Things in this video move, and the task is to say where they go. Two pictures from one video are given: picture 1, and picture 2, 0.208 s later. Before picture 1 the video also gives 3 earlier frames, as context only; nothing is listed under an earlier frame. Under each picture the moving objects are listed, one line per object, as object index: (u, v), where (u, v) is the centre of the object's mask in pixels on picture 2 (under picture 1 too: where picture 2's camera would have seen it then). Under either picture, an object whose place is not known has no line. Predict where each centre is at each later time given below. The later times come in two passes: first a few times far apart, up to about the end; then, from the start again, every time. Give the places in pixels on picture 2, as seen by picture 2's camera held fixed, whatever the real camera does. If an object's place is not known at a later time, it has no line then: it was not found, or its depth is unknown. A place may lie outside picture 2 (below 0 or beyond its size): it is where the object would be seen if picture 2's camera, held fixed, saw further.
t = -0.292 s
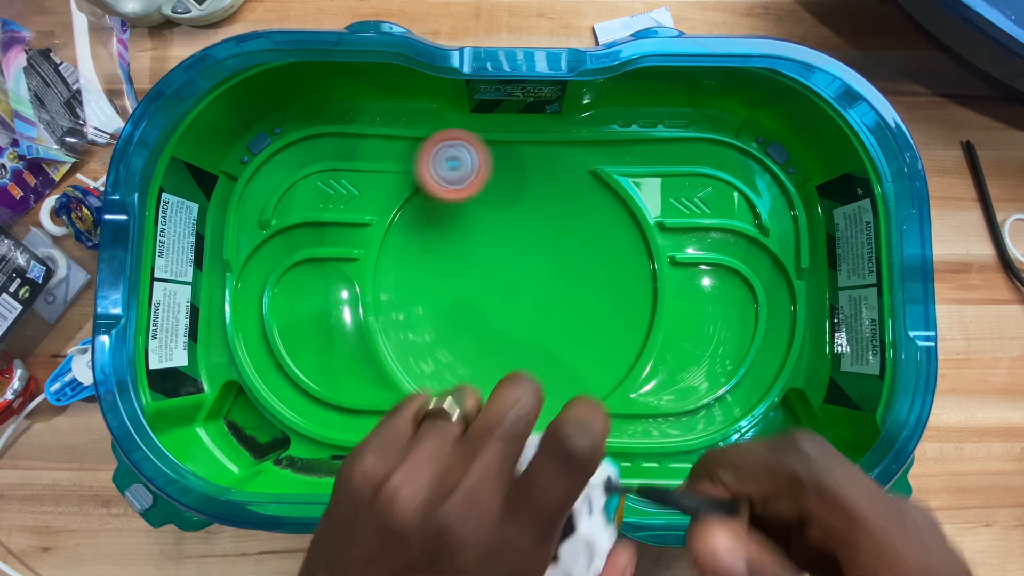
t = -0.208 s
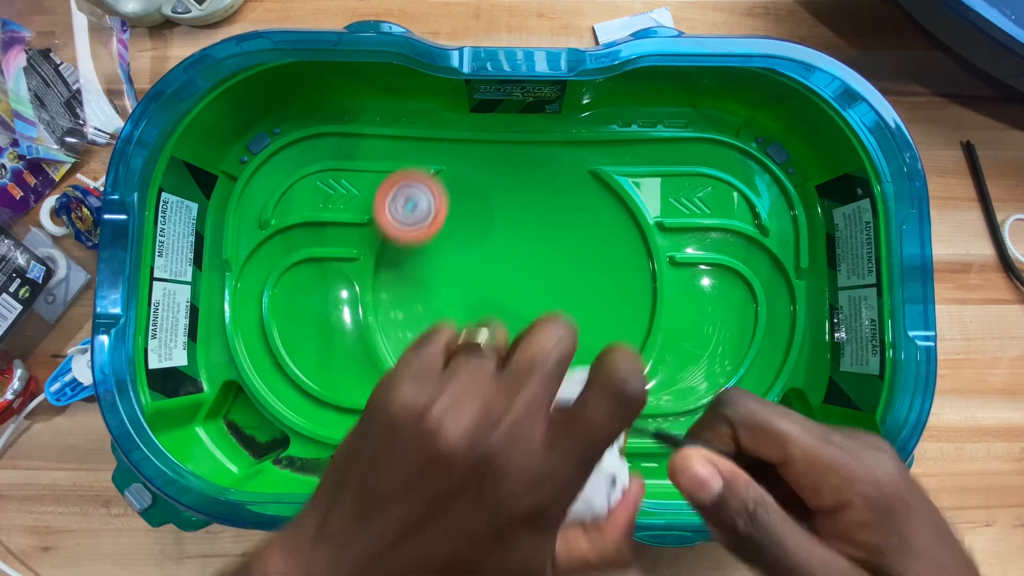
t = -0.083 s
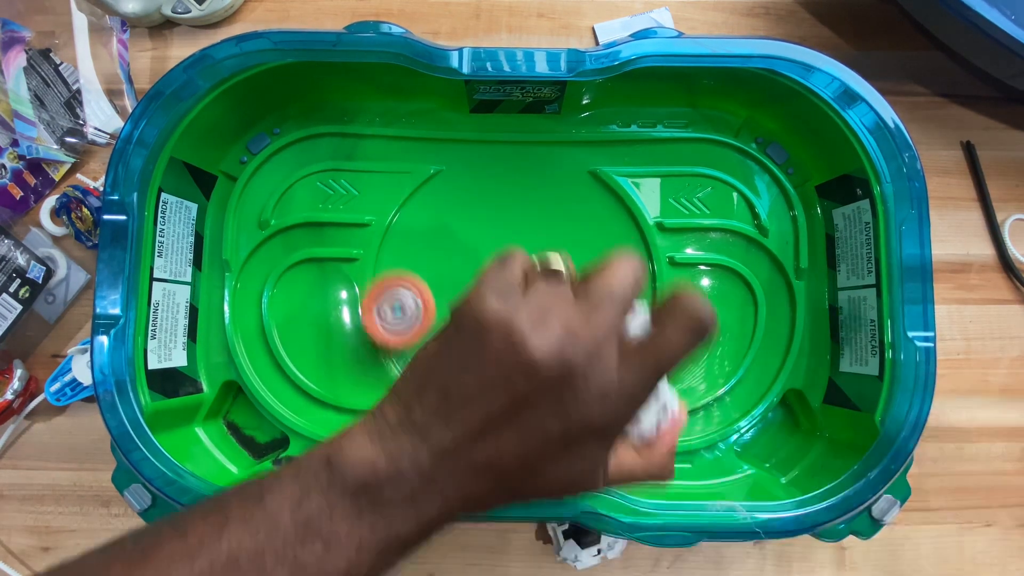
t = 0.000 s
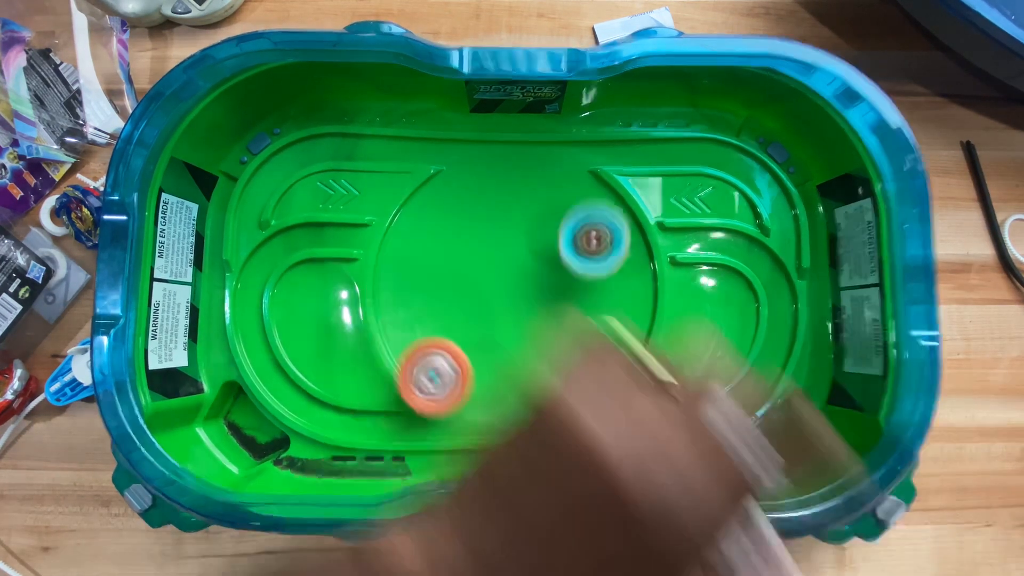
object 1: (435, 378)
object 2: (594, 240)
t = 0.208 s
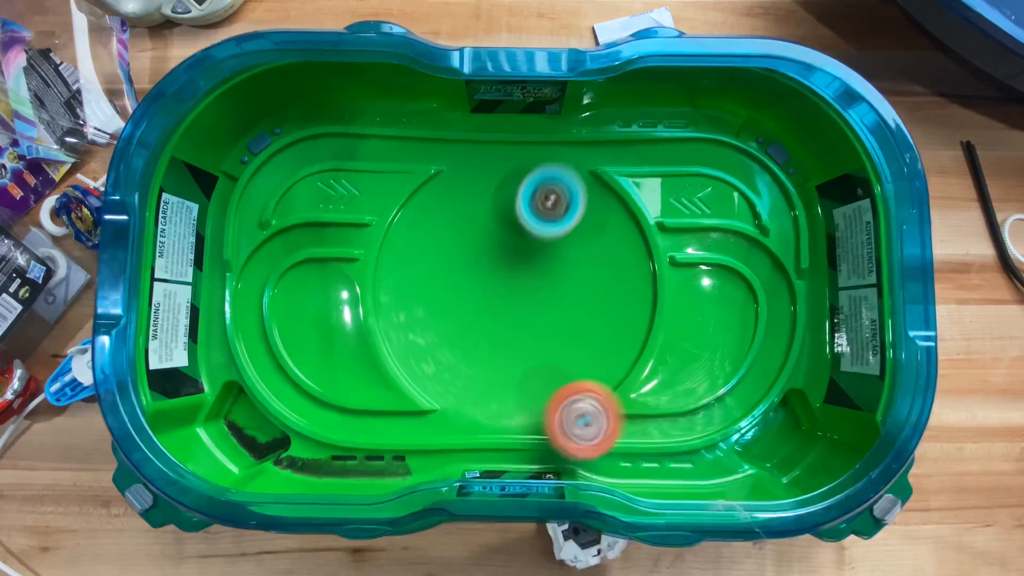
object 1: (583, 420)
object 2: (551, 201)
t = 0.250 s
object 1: (607, 403)
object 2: (534, 233)
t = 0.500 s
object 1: (631, 232)
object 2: (486, 368)
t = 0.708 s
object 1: (496, 144)
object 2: (557, 368)
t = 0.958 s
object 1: (401, 261)
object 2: (616, 236)
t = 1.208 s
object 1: (501, 403)
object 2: (459, 210)
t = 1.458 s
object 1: (646, 300)
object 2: (428, 384)
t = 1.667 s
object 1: (562, 167)
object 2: (611, 386)
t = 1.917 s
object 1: (390, 244)
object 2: (610, 185)
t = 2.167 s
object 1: (460, 413)
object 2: (413, 203)
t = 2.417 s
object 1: (633, 342)
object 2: (480, 430)
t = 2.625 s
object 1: (596, 199)
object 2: (642, 355)
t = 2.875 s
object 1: (424, 201)
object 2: (546, 159)
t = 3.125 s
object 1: (405, 356)
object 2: (340, 143)
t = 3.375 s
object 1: (562, 392)
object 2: (233, 201)
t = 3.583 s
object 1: (621, 282)
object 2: (227, 222)
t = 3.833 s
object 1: (545, 205)
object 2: (219, 238)
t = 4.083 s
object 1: (435, 252)
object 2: (227, 303)
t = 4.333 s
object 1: (480, 367)
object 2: (322, 426)
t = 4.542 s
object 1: (595, 351)
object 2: (494, 420)
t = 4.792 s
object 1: (612, 216)
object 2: (647, 306)
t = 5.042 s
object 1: (488, 159)
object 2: (579, 201)
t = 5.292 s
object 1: (380, 258)
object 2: (466, 289)
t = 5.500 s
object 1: (415, 377)
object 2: (521, 381)
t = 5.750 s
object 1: (565, 381)
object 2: (635, 325)
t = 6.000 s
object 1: (611, 272)
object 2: (568, 197)
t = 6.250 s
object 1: (517, 204)
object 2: (433, 229)
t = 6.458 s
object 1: (434, 249)
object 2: (429, 327)
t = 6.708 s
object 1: (452, 355)
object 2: (539, 367)
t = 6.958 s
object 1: (566, 350)
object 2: (594, 279)
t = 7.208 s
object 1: (584, 268)
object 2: (540, 178)
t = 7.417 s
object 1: (506, 242)
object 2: (446, 196)
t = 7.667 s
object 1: (477, 330)
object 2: (397, 289)
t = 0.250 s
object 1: (607, 403)
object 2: (534, 233)
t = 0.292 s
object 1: (623, 380)
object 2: (516, 261)
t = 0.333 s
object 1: (637, 352)
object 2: (501, 286)
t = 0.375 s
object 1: (645, 323)
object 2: (490, 309)
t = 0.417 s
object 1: (646, 293)
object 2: (484, 332)
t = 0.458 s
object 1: (641, 261)
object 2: (483, 352)
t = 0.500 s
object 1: (631, 232)
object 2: (486, 368)
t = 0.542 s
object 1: (613, 203)
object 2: (493, 378)
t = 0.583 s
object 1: (589, 178)
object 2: (503, 384)
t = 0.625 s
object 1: (562, 159)
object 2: (518, 384)
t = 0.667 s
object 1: (530, 148)
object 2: (536, 379)
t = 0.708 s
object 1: (496, 144)
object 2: (557, 368)
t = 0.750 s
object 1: (462, 150)
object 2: (577, 353)
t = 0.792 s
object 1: (434, 161)
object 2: (597, 334)
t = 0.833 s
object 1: (419, 179)
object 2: (615, 309)
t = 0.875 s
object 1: (408, 205)
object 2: (623, 285)
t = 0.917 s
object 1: (402, 232)
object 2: (624, 260)
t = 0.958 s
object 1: (401, 261)
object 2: (616, 236)
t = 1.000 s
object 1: (403, 291)
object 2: (599, 215)
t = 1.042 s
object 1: (410, 321)
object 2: (577, 200)
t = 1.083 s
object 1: (423, 349)
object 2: (551, 191)
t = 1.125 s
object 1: (443, 373)
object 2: (521, 189)
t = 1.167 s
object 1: (470, 391)
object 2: (491, 195)
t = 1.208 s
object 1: (501, 403)
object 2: (459, 210)
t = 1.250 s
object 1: (535, 407)
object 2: (431, 232)
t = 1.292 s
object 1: (571, 403)
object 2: (407, 260)
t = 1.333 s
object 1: (604, 392)
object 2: (390, 294)
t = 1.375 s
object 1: (628, 369)
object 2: (380, 330)
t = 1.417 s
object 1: (640, 335)
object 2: (396, 358)
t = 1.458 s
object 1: (646, 300)
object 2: (428, 384)
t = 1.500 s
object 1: (644, 267)
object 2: (465, 404)
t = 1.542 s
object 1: (635, 235)
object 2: (504, 415)
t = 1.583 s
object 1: (616, 207)
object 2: (545, 417)
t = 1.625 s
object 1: (591, 183)
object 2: (585, 411)
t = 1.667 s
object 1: (562, 167)
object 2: (611, 386)
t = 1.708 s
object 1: (528, 159)
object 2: (630, 354)
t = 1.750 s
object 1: (493, 161)
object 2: (642, 318)
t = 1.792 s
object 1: (459, 171)
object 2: (647, 282)
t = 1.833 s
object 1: (429, 189)
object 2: (644, 247)
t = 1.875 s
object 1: (405, 214)
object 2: (631, 214)
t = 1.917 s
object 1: (390, 244)
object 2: (610, 185)
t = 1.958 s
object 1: (383, 275)
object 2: (584, 166)
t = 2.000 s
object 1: (384, 309)
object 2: (552, 154)
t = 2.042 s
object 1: (393, 341)
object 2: (516, 150)
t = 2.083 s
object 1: (410, 371)
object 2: (477, 154)
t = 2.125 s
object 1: (432, 395)
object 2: (438, 168)
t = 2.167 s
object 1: (460, 413)
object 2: (413, 203)
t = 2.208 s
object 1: (492, 423)
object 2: (394, 245)
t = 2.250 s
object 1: (528, 424)
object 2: (383, 289)
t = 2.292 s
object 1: (564, 417)
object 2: (383, 336)
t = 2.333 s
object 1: (597, 404)
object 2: (408, 375)
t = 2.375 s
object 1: (617, 374)
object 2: (442, 407)
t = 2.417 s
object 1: (633, 342)
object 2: (480, 430)
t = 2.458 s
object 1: (642, 309)
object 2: (520, 437)
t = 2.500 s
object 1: (641, 277)
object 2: (564, 427)
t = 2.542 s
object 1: (633, 247)
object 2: (602, 409)
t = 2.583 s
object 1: (618, 221)
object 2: (625, 384)
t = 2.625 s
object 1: (596, 199)
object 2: (642, 355)
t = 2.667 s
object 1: (571, 183)
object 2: (642, 317)
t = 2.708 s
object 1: (542, 173)
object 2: (636, 278)
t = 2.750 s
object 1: (511, 169)
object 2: (622, 241)
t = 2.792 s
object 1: (479, 174)
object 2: (603, 208)
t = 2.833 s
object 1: (450, 184)
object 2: (576, 180)
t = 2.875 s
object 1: (424, 201)
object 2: (546, 159)
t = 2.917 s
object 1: (404, 223)
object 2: (510, 145)
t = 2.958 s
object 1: (390, 248)
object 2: (474, 140)
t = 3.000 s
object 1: (384, 275)
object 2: (437, 142)
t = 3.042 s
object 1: (385, 303)
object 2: (403, 145)
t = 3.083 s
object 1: (392, 331)
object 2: (370, 145)
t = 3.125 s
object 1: (405, 356)
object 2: (340, 143)
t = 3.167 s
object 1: (427, 380)
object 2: (312, 143)
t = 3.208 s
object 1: (451, 398)
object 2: (287, 145)
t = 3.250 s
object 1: (478, 408)
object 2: (266, 155)
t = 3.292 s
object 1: (507, 410)
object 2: (250, 171)
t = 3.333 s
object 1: (535, 404)
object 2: (238, 187)
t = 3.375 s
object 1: (562, 392)
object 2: (233, 201)
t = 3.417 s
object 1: (584, 376)
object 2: (229, 209)
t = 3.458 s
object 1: (603, 356)
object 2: (229, 214)
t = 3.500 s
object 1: (616, 332)
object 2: (229, 217)
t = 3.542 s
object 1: (622, 306)
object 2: (229, 219)
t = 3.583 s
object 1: (621, 282)
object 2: (227, 222)
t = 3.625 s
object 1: (616, 261)
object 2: (223, 224)
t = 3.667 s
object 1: (606, 243)
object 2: (219, 225)
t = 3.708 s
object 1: (593, 229)
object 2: (219, 226)
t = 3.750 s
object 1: (579, 218)
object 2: (219, 229)
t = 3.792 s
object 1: (562, 210)
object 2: (219, 233)
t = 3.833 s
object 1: (545, 205)
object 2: (219, 238)
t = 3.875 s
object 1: (526, 202)
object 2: (218, 246)
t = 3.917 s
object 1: (507, 203)
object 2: (219, 250)
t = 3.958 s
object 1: (488, 207)
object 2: (220, 256)
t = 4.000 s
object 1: (468, 216)
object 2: (229, 270)
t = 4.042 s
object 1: (449, 232)
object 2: (233, 288)
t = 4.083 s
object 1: (435, 252)
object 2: (227, 303)
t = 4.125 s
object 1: (427, 274)
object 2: (229, 324)
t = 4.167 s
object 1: (427, 296)
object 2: (240, 349)
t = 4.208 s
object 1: (432, 318)
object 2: (252, 375)
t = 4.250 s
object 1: (444, 337)
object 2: (272, 397)
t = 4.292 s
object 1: (460, 354)
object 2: (294, 416)
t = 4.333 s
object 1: (480, 367)
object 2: (322, 426)
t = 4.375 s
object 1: (504, 375)
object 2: (357, 430)
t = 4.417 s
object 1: (527, 378)
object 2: (392, 429)
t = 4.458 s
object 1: (551, 374)
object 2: (427, 429)
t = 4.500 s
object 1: (575, 365)
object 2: (460, 428)
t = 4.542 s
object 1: (595, 351)
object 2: (494, 420)
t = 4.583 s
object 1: (610, 334)
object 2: (531, 407)
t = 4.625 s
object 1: (620, 313)
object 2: (565, 391)
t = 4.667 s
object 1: (624, 292)
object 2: (595, 371)
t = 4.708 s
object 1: (624, 270)
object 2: (620, 345)
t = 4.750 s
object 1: (620, 242)
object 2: (638, 326)
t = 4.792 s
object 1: (612, 216)
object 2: (647, 306)
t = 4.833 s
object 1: (598, 195)
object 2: (649, 283)
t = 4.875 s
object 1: (581, 179)
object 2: (645, 259)
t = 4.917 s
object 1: (562, 167)
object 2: (635, 239)
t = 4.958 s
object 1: (538, 159)
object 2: (619, 222)
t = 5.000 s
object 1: (513, 156)
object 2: (601, 209)
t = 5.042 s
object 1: (488, 159)
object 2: (579, 201)
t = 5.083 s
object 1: (464, 166)
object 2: (555, 200)
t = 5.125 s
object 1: (441, 179)
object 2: (529, 205)
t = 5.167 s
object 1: (423, 197)
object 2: (501, 216)
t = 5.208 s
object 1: (405, 214)
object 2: (481, 236)
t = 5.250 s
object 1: (385, 231)
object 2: (472, 262)
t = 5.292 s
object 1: (380, 258)
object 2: (466, 289)
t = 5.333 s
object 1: (377, 283)
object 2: (466, 315)
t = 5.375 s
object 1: (378, 309)
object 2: (472, 337)
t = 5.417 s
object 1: (386, 335)
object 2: (482, 355)
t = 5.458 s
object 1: (399, 359)
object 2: (499, 370)
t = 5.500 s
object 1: (415, 377)
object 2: (521, 381)
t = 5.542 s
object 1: (437, 391)
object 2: (545, 386)
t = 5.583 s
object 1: (461, 401)
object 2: (568, 384)
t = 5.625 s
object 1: (488, 404)
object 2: (592, 376)
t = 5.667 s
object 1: (514, 401)
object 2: (614, 363)
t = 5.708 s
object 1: (541, 393)
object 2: (629, 345)
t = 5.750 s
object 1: (565, 381)
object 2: (635, 325)
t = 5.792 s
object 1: (586, 366)
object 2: (632, 303)
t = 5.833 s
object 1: (598, 352)
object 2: (628, 275)
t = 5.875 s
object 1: (606, 336)
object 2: (620, 247)
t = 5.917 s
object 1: (613, 317)
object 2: (607, 225)
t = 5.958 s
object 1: (615, 294)
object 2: (590, 208)
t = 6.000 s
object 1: (611, 272)
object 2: (568, 197)
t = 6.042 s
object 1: (602, 252)
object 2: (543, 191)
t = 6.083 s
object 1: (590, 236)
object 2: (516, 189)
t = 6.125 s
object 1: (575, 222)
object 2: (490, 193)
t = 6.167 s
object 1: (557, 211)
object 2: (467, 201)
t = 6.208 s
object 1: (537, 205)
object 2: (448, 213)
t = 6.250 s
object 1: (517, 204)
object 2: (433, 229)
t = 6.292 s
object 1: (499, 206)
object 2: (423, 248)
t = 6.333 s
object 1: (481, 211)
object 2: (418, 269)
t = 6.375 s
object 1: (463, 220)
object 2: (416, 289)
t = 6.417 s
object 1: (447, 233)
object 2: (419, 308)
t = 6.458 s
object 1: (434, 249)
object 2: (429, 327)
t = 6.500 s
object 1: (425, 267)
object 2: (443, 345)
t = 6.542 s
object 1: (420, 286)
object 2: (459, 361)
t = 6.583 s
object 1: (421, 306)
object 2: (479, 371)
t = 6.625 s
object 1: (427, 325)
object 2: (500, 375)
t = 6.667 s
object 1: (438, 342)
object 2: (520, 374)
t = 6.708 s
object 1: (452, 355)
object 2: (539, 367)
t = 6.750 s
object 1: (468, 363)
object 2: (556, 356)
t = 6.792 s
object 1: (487, 369)
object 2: (570, 342)
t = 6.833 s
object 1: (509, 371)
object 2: (581, 328)
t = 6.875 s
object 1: (530, 368)
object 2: (589, 312)
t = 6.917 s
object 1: (550, 361)
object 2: (593, 297)
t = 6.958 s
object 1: (566, 350)
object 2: (594, 279)
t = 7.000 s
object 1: (576, 343)
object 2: (595, 256)
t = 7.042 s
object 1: (586, 331)
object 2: (592, 235)
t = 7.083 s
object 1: (592, 317)
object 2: (584, 217)
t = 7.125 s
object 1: (594, 301)
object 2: (573, 201)
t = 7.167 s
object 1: (591, 284)
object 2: (558, 187)
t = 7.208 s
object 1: (584, 268)
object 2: (540, 178)
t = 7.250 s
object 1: (572, 255)
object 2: (521, 172)
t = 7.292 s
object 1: (557, 245)
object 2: (501, 173)
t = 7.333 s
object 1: (540, 239)
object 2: (482, 177)
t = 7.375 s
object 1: (522, 237)
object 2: (464, 187)
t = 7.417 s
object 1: (506, 242)
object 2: (446, 196)
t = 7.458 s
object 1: (492, 251)
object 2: (430, 209)
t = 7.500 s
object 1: (482, 264)
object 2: (416, 223)
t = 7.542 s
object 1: (476, 280)
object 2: (403, 237)
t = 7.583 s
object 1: (472, 297)
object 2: (396, 253)
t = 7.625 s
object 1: (473, 314)
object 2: (394, 271)
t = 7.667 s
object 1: (477, 330)
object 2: (397, 289)
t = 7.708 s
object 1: (485, 344)
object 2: (404, 305)
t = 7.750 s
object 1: (496, 355)
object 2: (414, 321)
